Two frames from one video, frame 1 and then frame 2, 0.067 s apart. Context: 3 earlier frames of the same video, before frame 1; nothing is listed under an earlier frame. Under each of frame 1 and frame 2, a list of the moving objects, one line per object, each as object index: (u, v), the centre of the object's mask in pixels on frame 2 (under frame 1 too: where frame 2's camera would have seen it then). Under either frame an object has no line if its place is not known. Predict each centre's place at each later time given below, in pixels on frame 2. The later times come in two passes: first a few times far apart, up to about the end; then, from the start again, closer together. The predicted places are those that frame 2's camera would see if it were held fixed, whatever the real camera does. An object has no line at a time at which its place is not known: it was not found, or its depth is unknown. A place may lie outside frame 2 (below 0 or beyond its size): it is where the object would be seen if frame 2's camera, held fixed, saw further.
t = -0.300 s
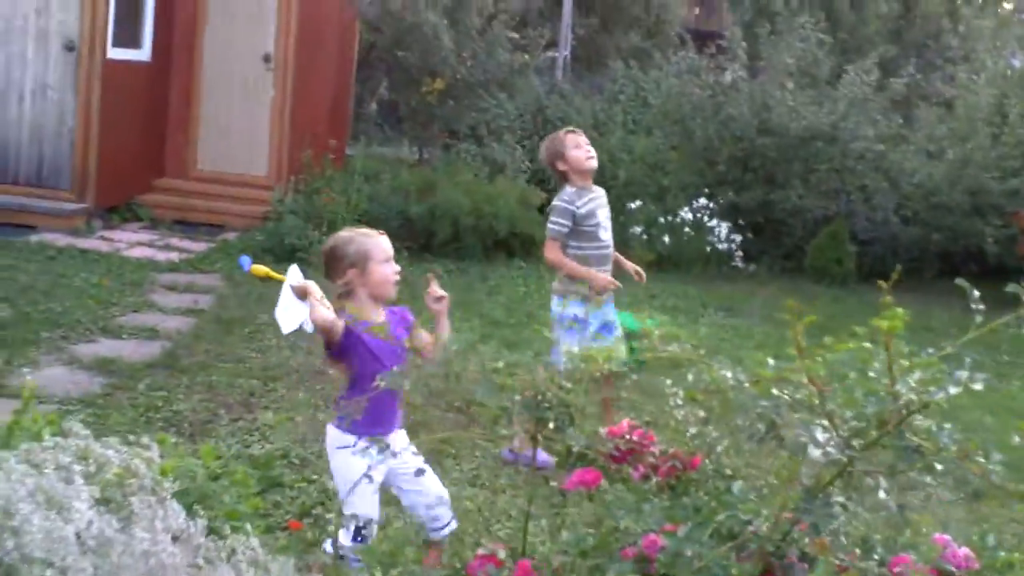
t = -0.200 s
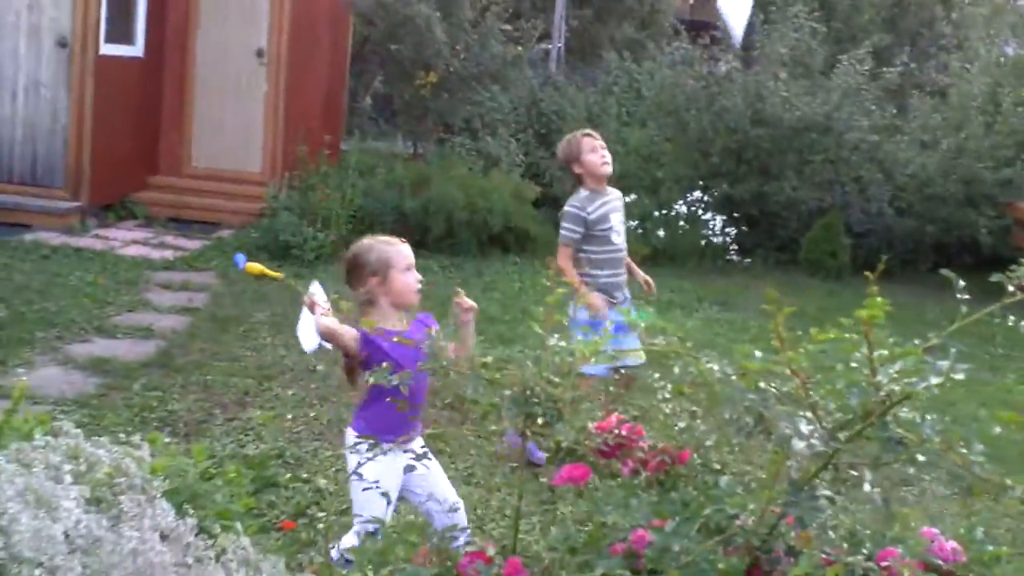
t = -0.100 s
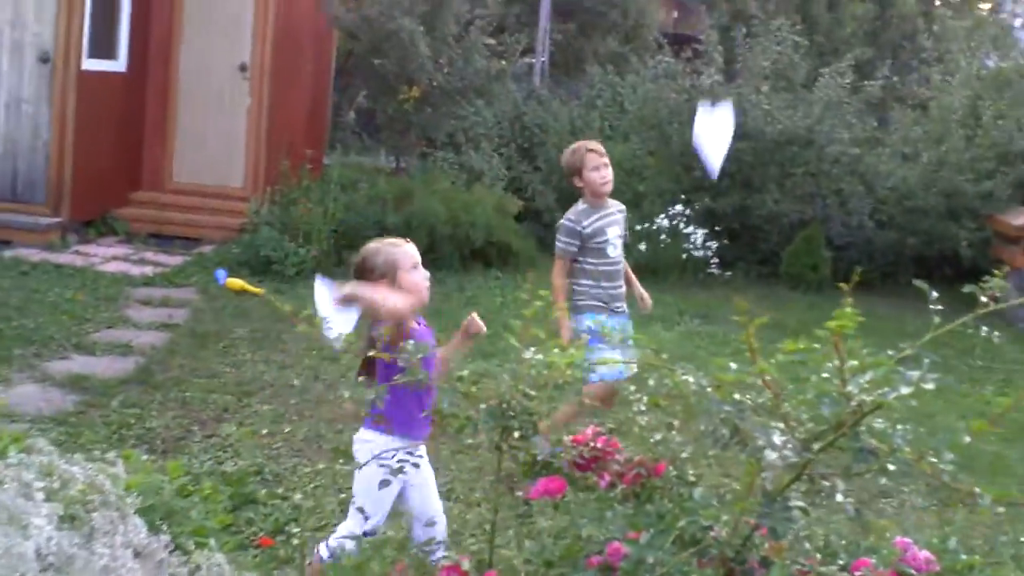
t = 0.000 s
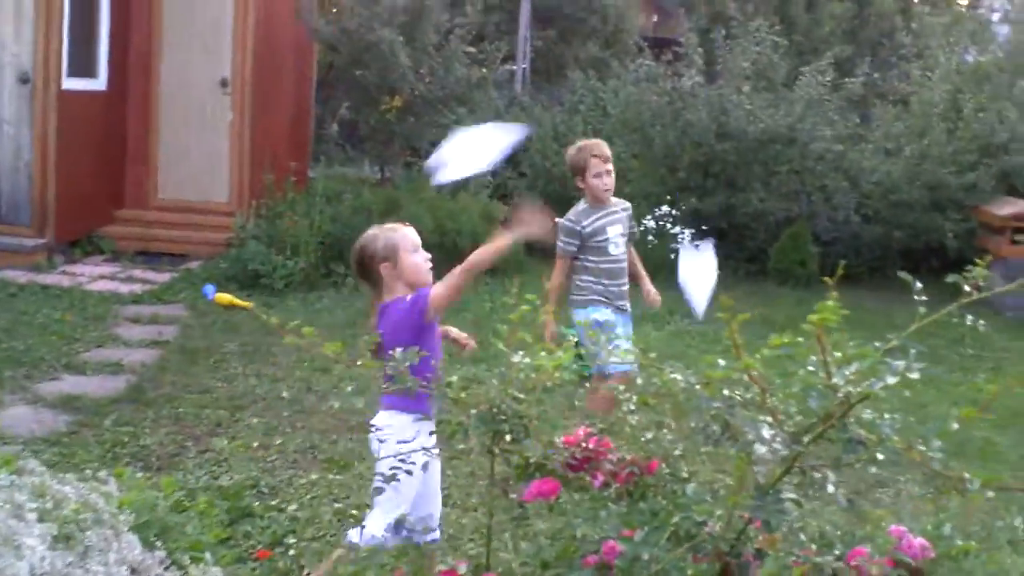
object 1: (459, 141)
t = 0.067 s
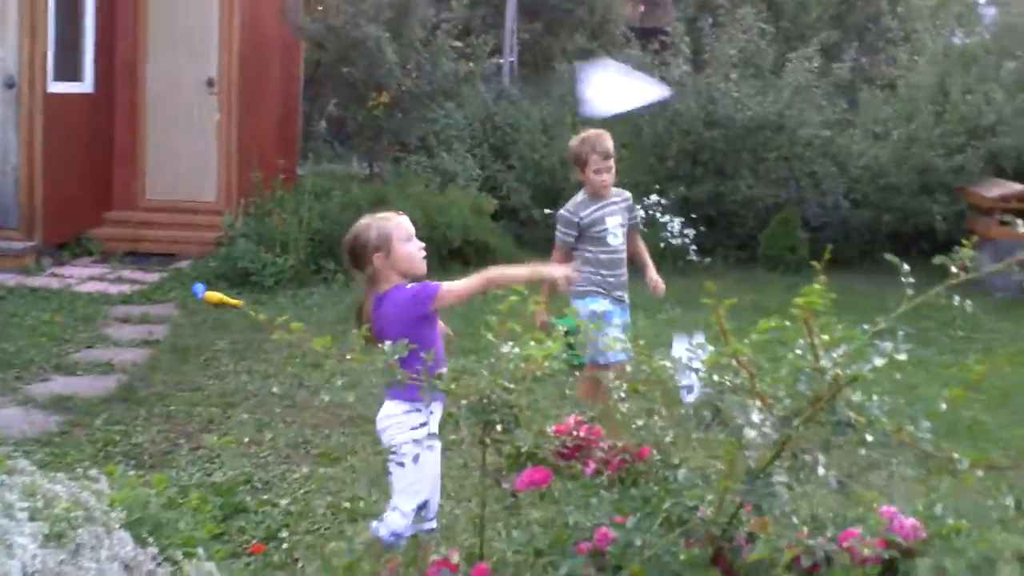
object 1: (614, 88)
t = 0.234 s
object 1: (872, 177)
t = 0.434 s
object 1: (1014, 404)
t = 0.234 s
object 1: (872, 177)
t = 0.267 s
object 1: (906, 211)
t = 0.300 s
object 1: (936, 245)
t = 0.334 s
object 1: (960, 284)
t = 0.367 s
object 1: (981, 323)
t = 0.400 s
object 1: (998, 363)
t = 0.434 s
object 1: (1014, 404)
